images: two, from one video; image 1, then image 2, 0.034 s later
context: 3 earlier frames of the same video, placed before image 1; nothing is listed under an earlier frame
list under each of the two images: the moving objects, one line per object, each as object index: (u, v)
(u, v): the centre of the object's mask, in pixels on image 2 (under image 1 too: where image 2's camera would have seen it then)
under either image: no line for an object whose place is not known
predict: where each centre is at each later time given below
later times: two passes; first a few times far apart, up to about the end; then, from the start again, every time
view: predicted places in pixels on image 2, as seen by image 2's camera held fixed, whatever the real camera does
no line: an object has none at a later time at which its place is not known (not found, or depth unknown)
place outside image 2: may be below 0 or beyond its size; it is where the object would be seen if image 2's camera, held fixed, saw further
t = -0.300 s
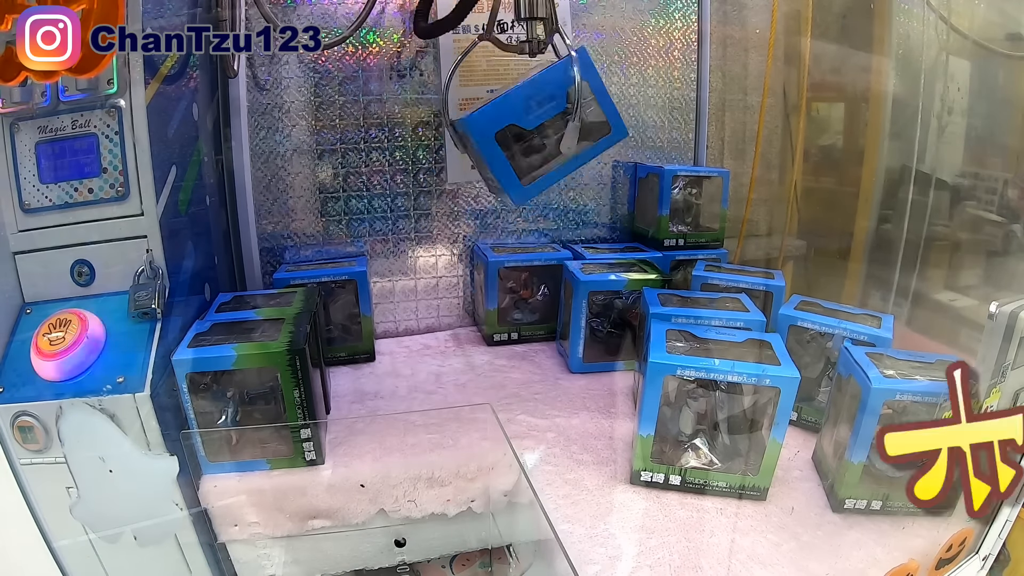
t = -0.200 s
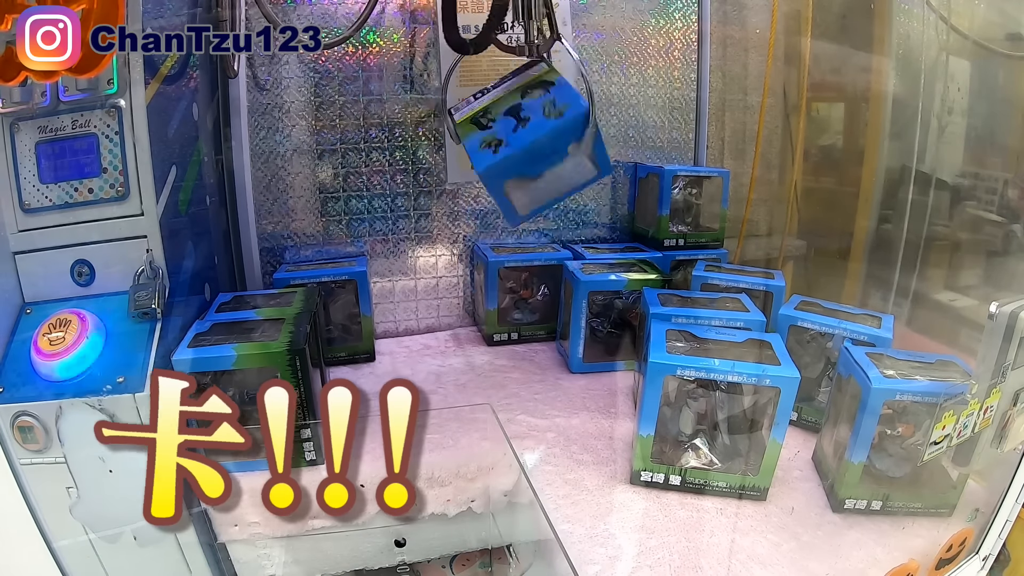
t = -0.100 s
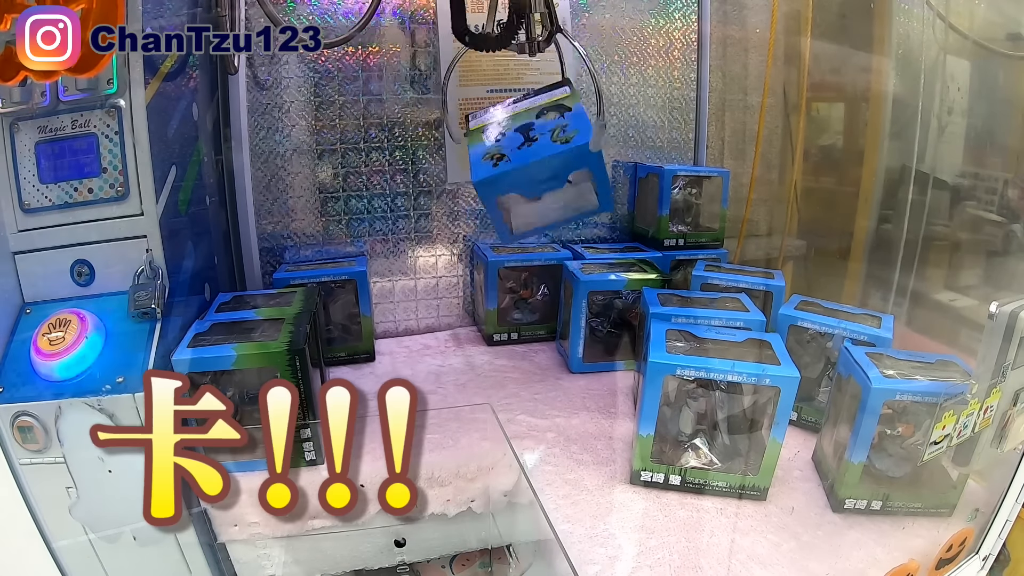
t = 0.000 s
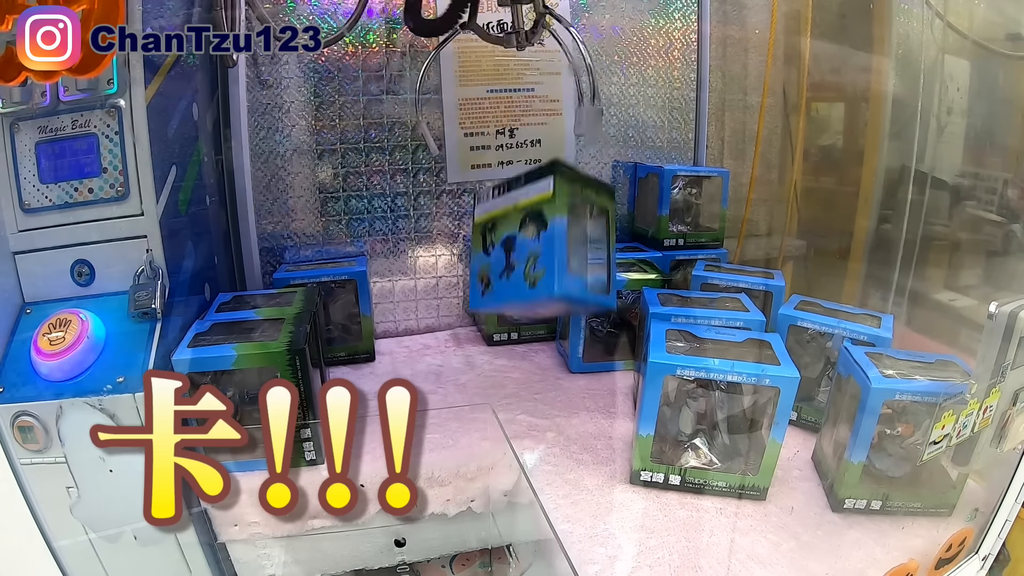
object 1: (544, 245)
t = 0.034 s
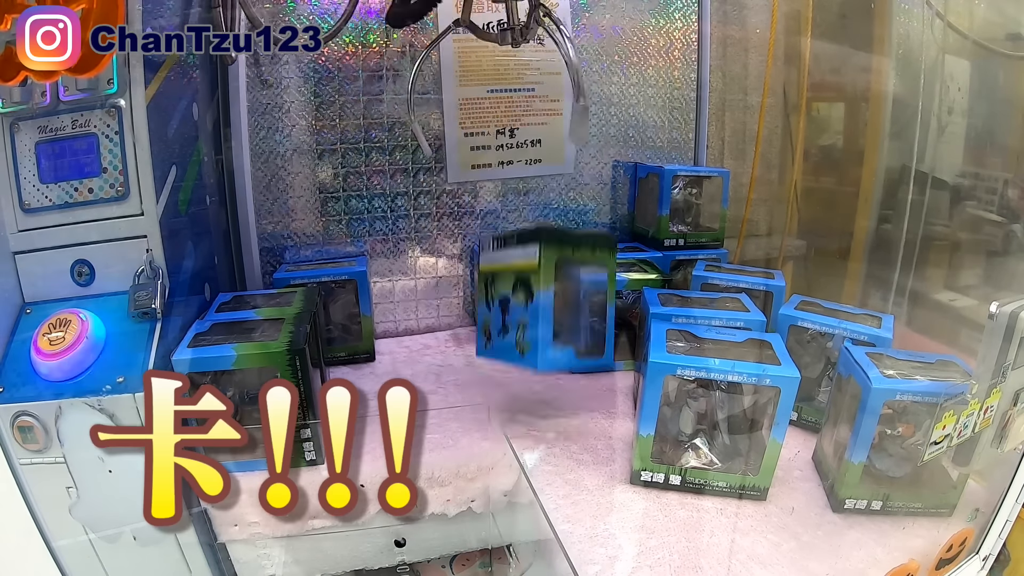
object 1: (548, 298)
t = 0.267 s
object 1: (523, 367)
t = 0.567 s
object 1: (527, 372)
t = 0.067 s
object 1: (548, 365)
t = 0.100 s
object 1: (546, 371)
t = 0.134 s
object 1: (544, 364)
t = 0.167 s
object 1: (541, 365)
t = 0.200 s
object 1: (531, 369)
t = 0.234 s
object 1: (526, 366)
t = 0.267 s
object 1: (523, 367)
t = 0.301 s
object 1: (523, 369)
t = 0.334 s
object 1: (526, 371)
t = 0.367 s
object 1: (527, 371)
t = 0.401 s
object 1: (527, 372)
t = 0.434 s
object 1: (526, 372)
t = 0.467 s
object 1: (526, 372)
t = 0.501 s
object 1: (526, 372)
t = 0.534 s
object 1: (527, 372)
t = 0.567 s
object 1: (527, 372)
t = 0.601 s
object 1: (527, 372)
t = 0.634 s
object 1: (526, 372)
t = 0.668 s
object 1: (526, 372)
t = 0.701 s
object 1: (527, 372)
